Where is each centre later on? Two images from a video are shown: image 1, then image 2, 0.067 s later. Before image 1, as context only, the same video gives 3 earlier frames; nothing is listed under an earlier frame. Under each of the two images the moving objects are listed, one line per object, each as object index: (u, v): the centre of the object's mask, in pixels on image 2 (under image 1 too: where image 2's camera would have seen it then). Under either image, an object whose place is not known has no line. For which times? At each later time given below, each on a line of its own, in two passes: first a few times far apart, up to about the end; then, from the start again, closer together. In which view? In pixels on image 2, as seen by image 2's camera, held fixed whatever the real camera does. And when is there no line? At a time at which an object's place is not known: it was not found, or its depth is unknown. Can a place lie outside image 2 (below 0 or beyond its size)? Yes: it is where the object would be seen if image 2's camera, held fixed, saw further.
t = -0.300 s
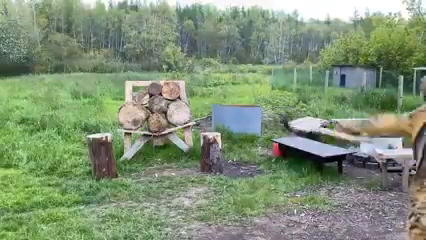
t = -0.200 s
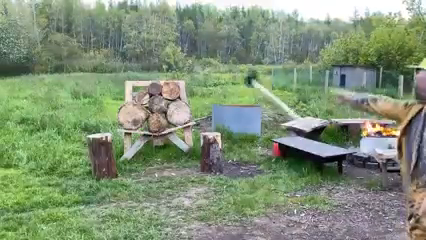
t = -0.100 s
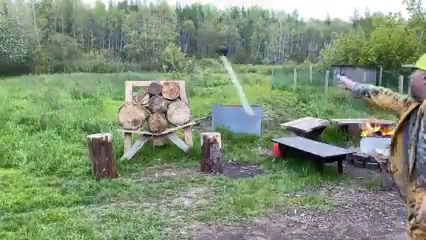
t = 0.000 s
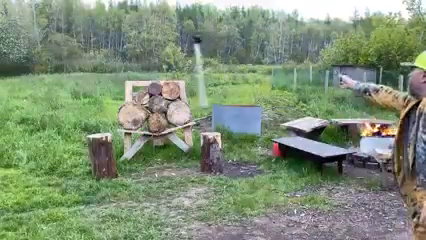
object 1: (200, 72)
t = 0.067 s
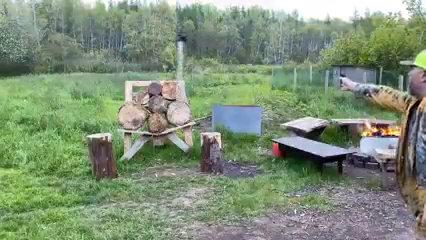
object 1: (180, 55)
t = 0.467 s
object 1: (111, 92)
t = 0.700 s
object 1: (99, 123)
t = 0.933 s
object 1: (99, 123)
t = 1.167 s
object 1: (100, 124)
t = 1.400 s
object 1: (103, 124)
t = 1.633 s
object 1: (101, 123)
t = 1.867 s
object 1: (100, 123)
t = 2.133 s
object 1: (100, 123)
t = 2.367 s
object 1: (101, 123)
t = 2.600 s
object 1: (101, 123)
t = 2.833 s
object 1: (100, 123)
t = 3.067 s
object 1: (100, 123)
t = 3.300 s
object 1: (101, 123)
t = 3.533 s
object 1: (100, 123)
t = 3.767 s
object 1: (100, 123)
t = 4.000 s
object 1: (100, 123)
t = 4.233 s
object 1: (100, 123)
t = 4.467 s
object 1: (100, 123)
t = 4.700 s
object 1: (100, 123)
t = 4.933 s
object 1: (100, 123)
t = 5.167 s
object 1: (100, 123)
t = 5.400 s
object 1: (100, 123)
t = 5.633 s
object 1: (100, 123)
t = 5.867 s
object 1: (100, 123)
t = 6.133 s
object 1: (100, 123)
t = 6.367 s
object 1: (100, 122)
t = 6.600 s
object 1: (100, 121)
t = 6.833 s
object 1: (100, 123)
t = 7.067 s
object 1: (100, 123)
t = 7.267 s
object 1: (100, 123)
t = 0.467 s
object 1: (111, 92)
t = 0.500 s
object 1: (108, 98)
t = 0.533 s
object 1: (104, 104)
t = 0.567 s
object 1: (102, 120)
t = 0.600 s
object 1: (100, 121)
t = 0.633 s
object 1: (99, 123)
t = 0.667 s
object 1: (99, 123)
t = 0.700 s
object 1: (99, 123)
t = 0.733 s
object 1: (99, 124)
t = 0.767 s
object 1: (98, 123)
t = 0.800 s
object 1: (99, 123)
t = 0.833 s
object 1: (99, 123)
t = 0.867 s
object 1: (99, 123)
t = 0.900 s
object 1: (99, 123)
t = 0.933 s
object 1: (99, 123)
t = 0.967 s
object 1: (99, 123)
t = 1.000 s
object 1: (99, 123)
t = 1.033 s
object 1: (99, 123)
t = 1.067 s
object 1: (99, 123)
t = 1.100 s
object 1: (99, 123)
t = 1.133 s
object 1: (100, 123)
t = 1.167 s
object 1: (100, 124)
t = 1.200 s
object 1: (100, 123)
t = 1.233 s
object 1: (100, 124)
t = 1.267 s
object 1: (100, 124)
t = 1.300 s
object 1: (101, 124)
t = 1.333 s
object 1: (101, 124)
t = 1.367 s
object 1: (102, 124)
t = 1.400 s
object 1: (103, 124)
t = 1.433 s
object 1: (103, 124)
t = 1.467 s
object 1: (103, 124)
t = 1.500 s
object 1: (103, 124)
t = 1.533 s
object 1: (103, 124)
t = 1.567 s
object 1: (102, 124)
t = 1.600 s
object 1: (102, 124)
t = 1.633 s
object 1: (101, 123)
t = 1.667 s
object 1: (101, 123)
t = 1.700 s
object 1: (101, 124)
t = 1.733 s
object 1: (101, 123)
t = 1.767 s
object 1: (100, 123)
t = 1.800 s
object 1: (100, 123)
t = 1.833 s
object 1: (100, 123)
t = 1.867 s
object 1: (100, 123)
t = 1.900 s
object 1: (100, 122)
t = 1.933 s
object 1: (100, 123)
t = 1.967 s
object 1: (100, 123)
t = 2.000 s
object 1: (100, 123)
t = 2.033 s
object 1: (100, 122)
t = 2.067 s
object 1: (100, 122)
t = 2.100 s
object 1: (100, 122)
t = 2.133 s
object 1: (100, 123)
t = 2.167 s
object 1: (100, 122)
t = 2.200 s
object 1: (100, 123)
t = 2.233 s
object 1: (100, 123)
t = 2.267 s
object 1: (100, 123)
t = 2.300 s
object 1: (100, 123)
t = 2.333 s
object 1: (100, 123)
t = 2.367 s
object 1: (101, 123)
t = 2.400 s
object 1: (101, 123)
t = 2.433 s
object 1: (101, 123)
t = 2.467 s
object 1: (101, 123)
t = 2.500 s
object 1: (101, 123)
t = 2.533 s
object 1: (101, 121)
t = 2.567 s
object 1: (100, 121)
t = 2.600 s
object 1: (101, 123)
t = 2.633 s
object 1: (101, 123)
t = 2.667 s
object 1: (101, 123)
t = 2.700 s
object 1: (101, 123)
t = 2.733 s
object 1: (101, 123)
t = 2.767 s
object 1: (100, 123)
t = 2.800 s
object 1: (100, 123)
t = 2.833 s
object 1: (100, 123)
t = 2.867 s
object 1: (100, 123)
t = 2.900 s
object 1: (100, 123)
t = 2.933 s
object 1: (100, 123)
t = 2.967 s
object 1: (100, 123)
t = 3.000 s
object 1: (100, 123)
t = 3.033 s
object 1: (100, 123)
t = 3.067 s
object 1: (100, 123)
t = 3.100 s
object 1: (100, 123)
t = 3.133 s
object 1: (100, 123)
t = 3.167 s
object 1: (100, 123)
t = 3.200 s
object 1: (100, 123)
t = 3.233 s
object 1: (100, 123)
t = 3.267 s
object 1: (101, 123)
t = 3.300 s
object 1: (101, 123)
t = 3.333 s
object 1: (101, 123)
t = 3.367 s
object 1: (101, 123)
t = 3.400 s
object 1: (101, 123)
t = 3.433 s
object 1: (101, 123)
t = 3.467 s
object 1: (101, 123)
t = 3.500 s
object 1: (100, 123)
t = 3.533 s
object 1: (100, 123)
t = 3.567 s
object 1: (100, 123)
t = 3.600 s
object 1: (100, 123)
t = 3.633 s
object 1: (100, 123)
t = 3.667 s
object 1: (100, 123)
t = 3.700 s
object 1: (100, 123)
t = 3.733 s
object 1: (100, 123)
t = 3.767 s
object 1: (100, 123)
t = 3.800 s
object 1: (100, 123)
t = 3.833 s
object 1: (100, 123)
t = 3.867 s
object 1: (100, 123)
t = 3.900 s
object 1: (100, 123)
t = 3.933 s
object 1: (100, 123)
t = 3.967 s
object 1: (100, 123)
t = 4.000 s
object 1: (100, 123)
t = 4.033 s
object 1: (100, 123)
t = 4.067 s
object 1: (100, 123)
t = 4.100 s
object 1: (100, 123)
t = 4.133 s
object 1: (100, 123)
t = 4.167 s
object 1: (100, 123)
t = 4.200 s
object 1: (100, 123)
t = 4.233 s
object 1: (100, 123)
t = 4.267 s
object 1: (100, 123)
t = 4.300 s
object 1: (100, 123)
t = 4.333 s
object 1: (100, 123)
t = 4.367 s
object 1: (100, 123)
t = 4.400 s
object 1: (100, 123)
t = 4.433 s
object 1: (100, 123)
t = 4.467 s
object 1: (100, 123)
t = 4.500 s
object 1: (100, 123)
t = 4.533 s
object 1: (100, 123)
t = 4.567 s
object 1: (100, 123)
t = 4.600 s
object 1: (100, 123)
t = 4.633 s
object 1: (100, 123)
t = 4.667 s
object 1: (100, 123)
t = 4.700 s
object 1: (100, 123)
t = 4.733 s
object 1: (100, 123)
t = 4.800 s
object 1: (100, 123)
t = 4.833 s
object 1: (100, 123)
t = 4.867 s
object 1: (100, 123)
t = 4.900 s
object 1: (100, 123)
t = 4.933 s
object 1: (100, 123)
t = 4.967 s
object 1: (100, 123)
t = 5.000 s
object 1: (100, 123)
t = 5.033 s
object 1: (100, 123)
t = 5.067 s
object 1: (100, 123)
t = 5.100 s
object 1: (100, 123)
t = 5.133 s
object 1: (100, 123)
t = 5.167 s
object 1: (100, 123)
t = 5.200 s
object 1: (100, 123)
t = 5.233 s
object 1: (100, 123)
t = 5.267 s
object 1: (100, 123)
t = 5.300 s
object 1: (100, 123)
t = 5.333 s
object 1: (100, 123)
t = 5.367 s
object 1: (100, 123)
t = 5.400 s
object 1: (100, 123)
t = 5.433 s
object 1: (100, 123)
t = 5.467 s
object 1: (100, 123)
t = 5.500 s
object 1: (100, 123)
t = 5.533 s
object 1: (100, 123)
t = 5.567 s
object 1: (100, 123)
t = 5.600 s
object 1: (100, 123)
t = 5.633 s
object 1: (100, 123)
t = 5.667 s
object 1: (100, 123)
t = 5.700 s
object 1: (100, 123)
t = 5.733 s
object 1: (100, 123)
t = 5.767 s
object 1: (100, 123)
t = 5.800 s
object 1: (100, 123)
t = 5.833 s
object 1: (100, 123)
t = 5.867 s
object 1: (100, 123)
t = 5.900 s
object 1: (100, 123)
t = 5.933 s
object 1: (100, 123)
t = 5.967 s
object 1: (100, 123)
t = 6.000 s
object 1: (100, 123)
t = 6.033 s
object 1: (100, 123)
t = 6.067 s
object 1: (100, 123)
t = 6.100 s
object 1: (100, 123)
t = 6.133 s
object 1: (100, 123)
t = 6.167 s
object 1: (100, 123)
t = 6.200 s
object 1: (100, 123)
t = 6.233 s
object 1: (100, 123)
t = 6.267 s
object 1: (100, 123)
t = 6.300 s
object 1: (100, 123)
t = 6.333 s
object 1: (100, 123)
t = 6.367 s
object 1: (100, 122)
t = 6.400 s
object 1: (100, 123)
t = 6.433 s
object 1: (100, 122)
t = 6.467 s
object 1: (100, 123)
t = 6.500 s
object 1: (100, 122)
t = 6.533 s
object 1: (100, 123)
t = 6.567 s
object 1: (100, 123)
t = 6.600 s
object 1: (100, 121)
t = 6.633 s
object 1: (100, 123)
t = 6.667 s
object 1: (100, 121)
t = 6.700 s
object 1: (100, 123)
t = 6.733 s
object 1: (100, 123)
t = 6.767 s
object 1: (100, 123)
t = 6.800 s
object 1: (100, 123)
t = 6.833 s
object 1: (100, 123)
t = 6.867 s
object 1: (100, 123)
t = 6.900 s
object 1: (100, 122)
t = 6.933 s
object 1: (100, 123)
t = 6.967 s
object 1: (100, 123)
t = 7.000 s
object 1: (100, 123)
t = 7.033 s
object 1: (100, 123)
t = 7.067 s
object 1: (100, 123)
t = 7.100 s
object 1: (100, 123)
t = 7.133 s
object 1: (100, 122)
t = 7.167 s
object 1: (100, 123)
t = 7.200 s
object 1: (100, 123)
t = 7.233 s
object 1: (100, 123)
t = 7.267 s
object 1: (100, 123)
